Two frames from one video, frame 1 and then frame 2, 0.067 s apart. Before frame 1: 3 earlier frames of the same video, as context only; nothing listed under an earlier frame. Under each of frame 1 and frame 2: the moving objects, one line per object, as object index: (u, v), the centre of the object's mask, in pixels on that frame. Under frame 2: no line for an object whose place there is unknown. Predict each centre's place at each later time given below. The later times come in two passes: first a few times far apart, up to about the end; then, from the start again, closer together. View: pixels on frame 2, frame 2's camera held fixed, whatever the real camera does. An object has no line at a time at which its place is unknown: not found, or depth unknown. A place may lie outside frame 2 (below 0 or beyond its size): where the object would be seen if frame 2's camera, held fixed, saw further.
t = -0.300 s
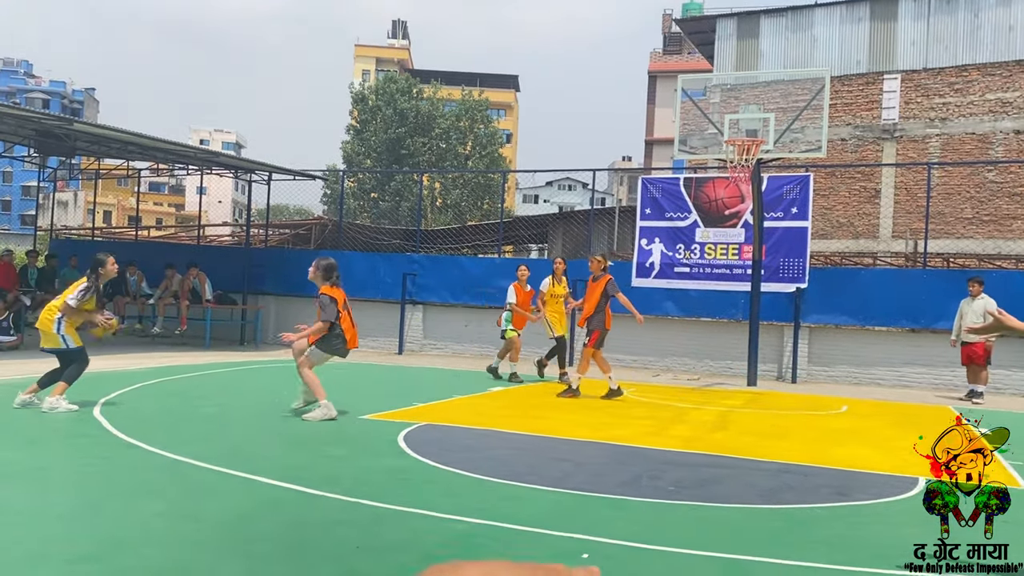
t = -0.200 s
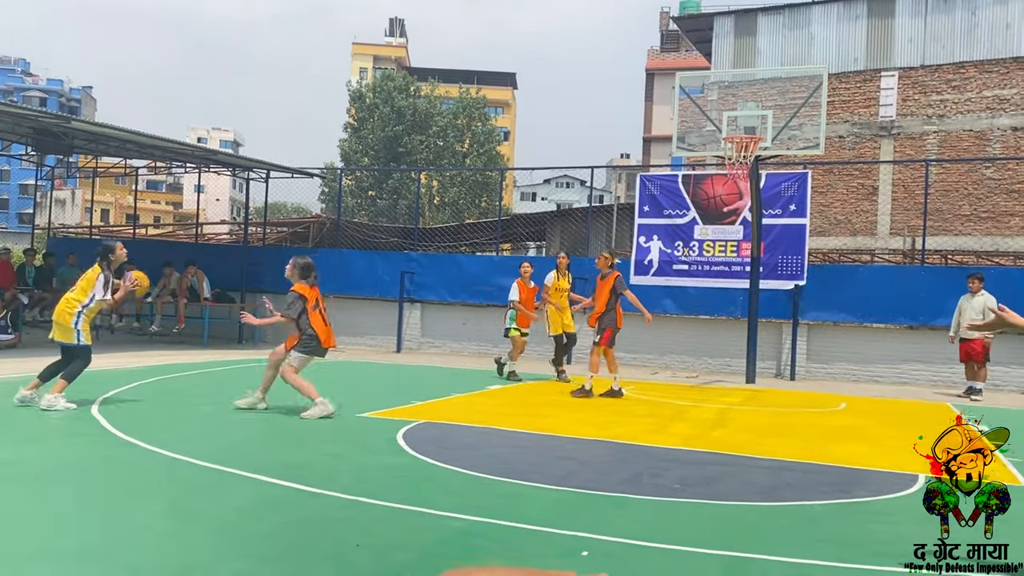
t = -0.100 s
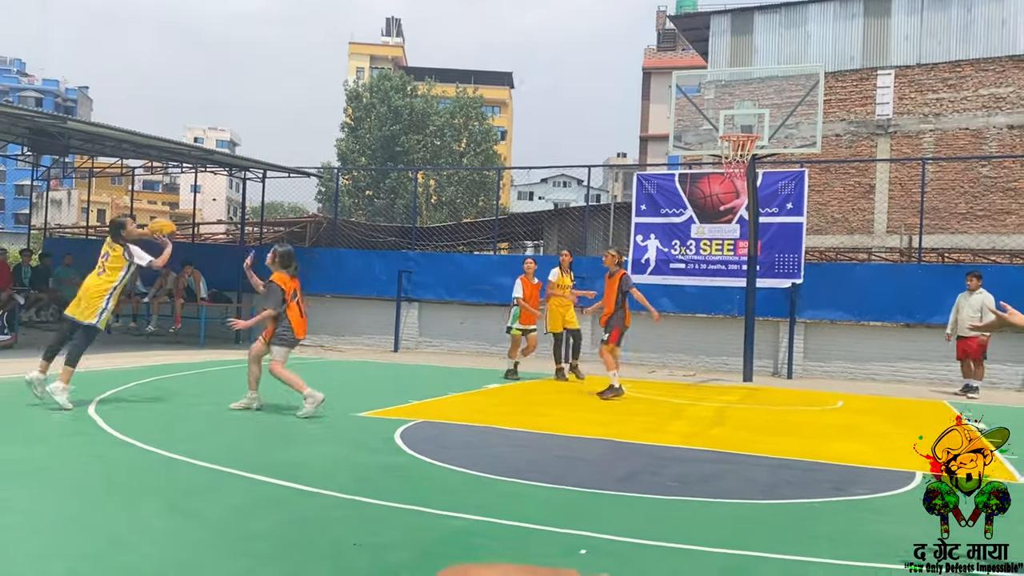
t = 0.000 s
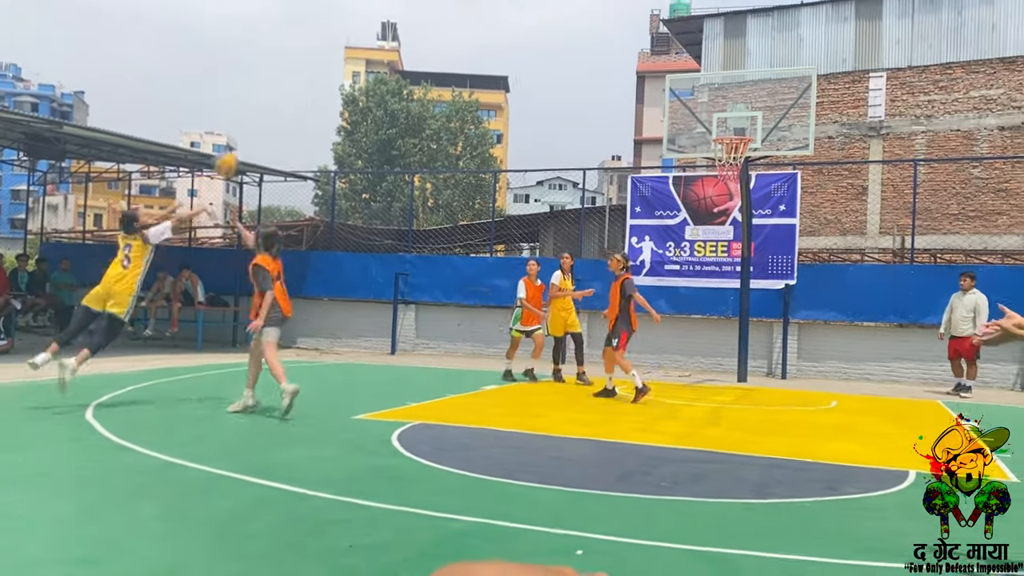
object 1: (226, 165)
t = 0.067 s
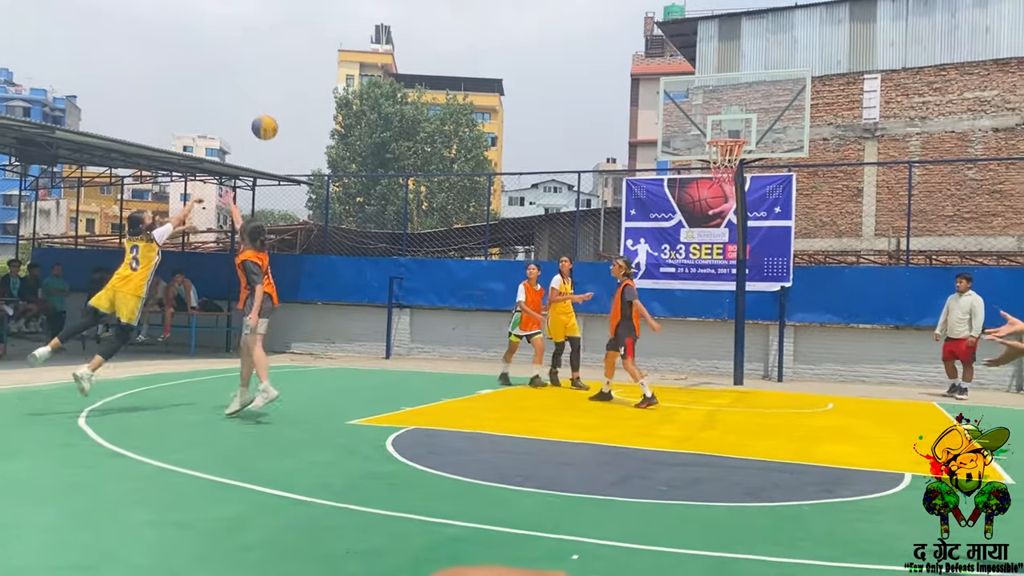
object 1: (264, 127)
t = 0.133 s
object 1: (307, 92)
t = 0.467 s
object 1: (486, 2)
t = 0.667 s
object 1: (571, 2)
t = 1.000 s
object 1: (692, 71)
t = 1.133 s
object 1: (713, 99)
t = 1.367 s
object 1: (740, 175)
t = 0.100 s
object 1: (286, 109)
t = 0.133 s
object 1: (307, 92)
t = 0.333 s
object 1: (421, 23)
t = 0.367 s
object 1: (438, 16)
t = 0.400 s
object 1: (454, 10)
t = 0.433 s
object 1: (470, 5)
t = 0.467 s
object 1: (486, 2)
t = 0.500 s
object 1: (500, -1)
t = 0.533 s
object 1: (515, -2)
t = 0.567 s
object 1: (529, -3)
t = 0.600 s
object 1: (543, -2)
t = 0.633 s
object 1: (558, -1)
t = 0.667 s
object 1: (571, 2)
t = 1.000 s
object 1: (692, 71)
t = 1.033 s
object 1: (703, 83)
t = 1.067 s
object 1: (707, 88)
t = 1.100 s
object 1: (711, 96)
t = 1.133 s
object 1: (713, 99)
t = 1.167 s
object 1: (718, 107)
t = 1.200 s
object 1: (722, 115)
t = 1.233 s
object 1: (725, 125)
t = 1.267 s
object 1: (730, 135)
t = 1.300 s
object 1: (734, 149)
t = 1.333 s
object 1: (738, 159)
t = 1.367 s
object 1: (740, 175)
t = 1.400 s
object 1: (745, 191)
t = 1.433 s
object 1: (749, 208)
